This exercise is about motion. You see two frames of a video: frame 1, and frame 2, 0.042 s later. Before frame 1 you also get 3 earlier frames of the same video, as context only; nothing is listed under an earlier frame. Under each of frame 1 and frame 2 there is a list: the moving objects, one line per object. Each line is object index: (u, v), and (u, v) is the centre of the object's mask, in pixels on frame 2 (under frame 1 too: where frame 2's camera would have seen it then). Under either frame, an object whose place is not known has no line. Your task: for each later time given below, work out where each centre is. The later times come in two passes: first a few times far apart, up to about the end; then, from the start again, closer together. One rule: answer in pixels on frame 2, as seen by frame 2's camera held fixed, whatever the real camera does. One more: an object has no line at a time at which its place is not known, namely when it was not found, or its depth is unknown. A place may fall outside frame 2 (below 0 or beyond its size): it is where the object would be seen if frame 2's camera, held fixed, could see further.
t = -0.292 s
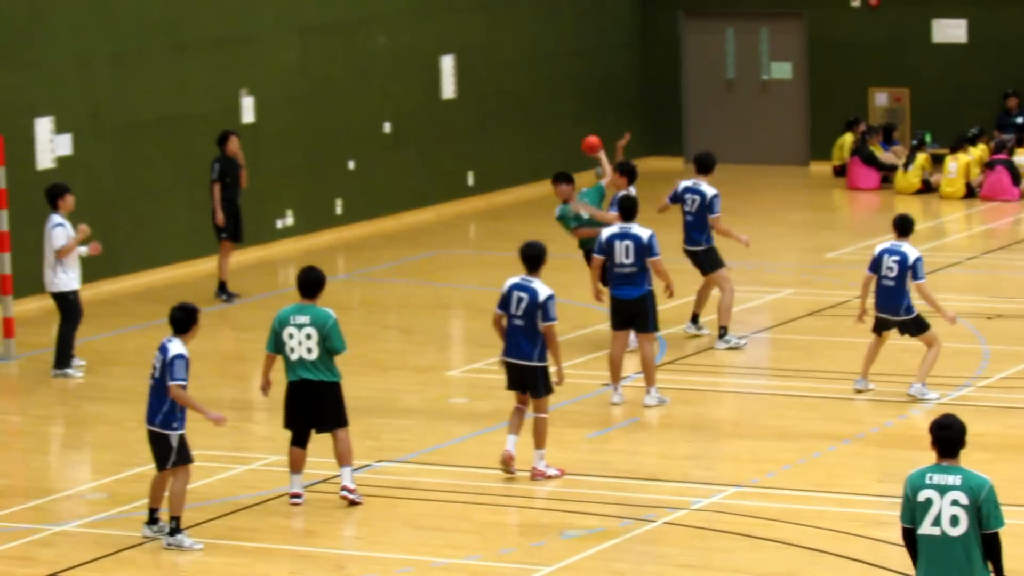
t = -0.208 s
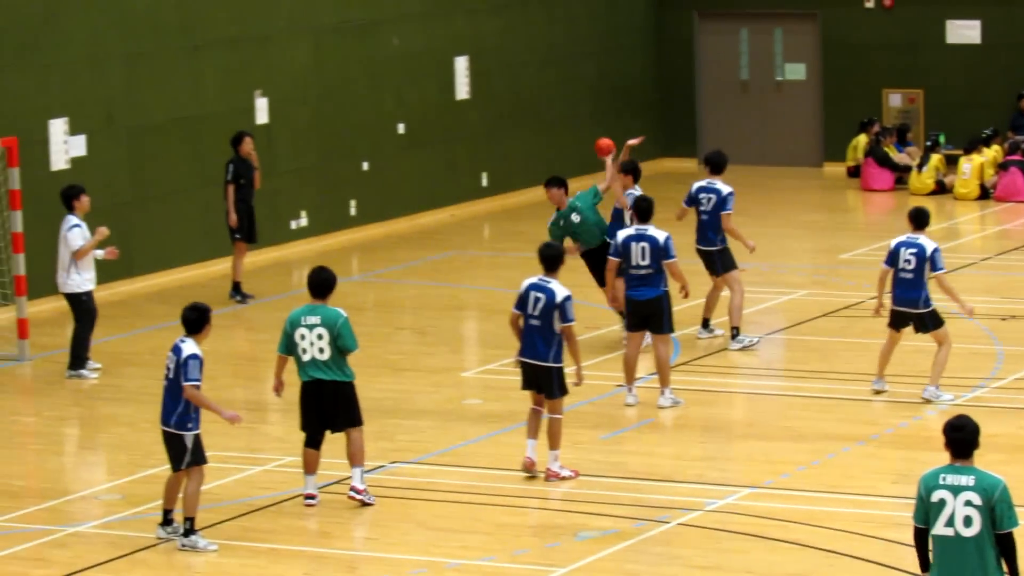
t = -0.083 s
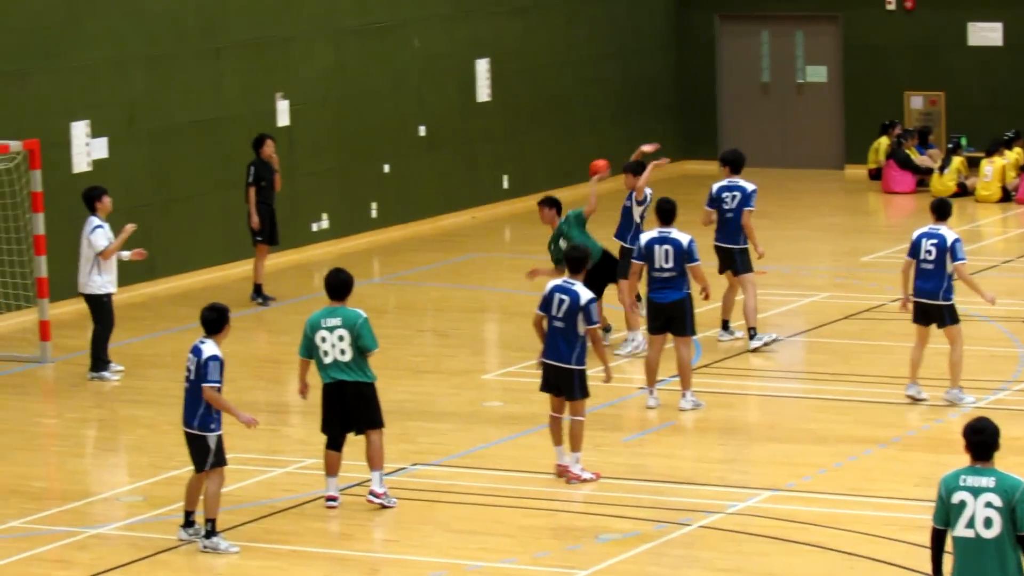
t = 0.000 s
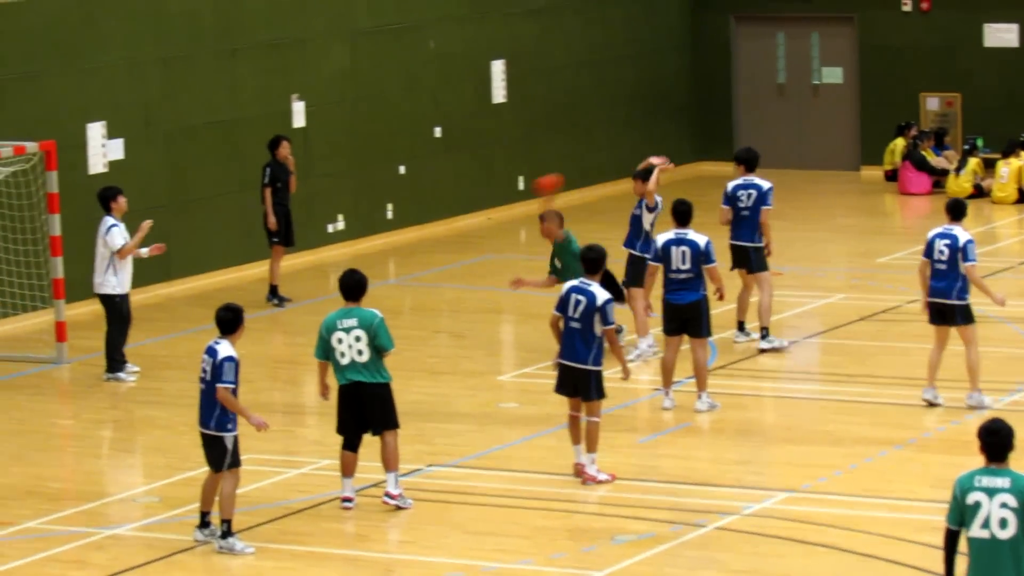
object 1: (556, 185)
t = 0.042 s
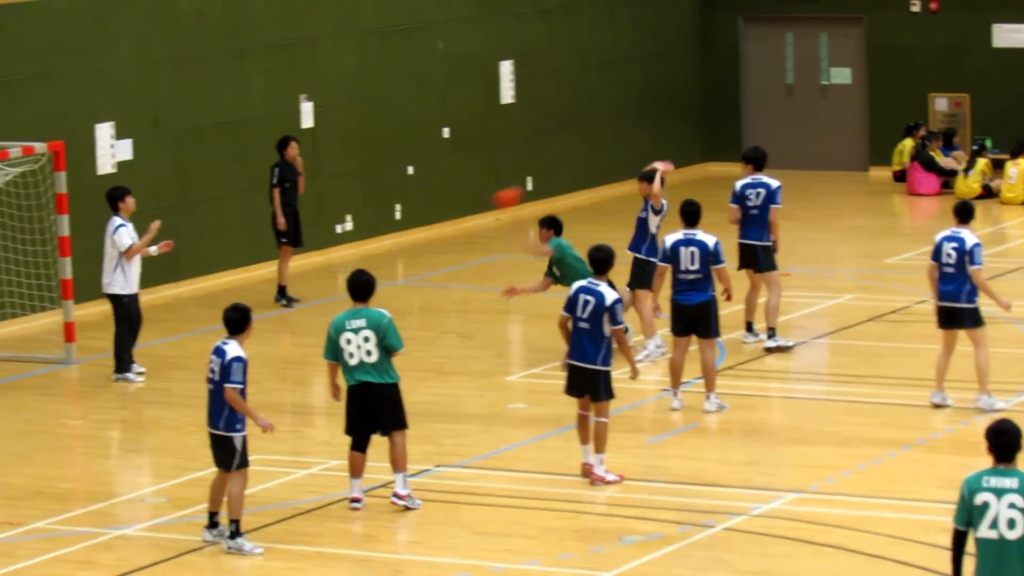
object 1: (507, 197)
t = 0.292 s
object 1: (210, 318)
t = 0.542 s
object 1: (-12, 322)
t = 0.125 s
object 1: (410, 228)
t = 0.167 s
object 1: (360, 248)
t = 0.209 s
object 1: (310, 270)
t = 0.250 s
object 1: (261, 293)
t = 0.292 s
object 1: (210, 318)
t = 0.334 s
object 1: (162, 345)
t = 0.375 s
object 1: (111, 376)
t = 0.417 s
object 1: (78, 369)
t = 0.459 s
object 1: (48, 352)
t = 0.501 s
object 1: (19, 337)
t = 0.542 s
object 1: (-12, 322)
